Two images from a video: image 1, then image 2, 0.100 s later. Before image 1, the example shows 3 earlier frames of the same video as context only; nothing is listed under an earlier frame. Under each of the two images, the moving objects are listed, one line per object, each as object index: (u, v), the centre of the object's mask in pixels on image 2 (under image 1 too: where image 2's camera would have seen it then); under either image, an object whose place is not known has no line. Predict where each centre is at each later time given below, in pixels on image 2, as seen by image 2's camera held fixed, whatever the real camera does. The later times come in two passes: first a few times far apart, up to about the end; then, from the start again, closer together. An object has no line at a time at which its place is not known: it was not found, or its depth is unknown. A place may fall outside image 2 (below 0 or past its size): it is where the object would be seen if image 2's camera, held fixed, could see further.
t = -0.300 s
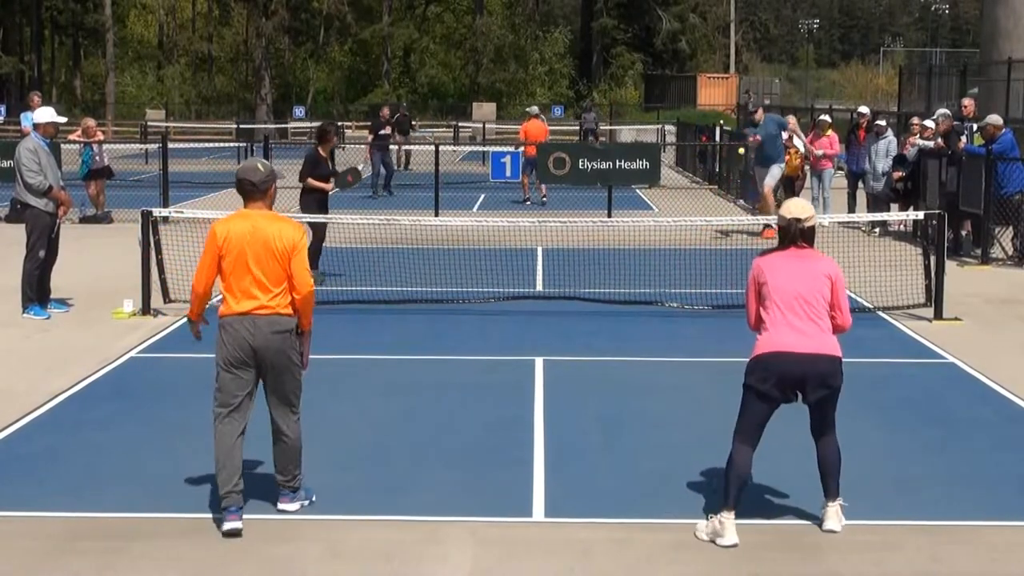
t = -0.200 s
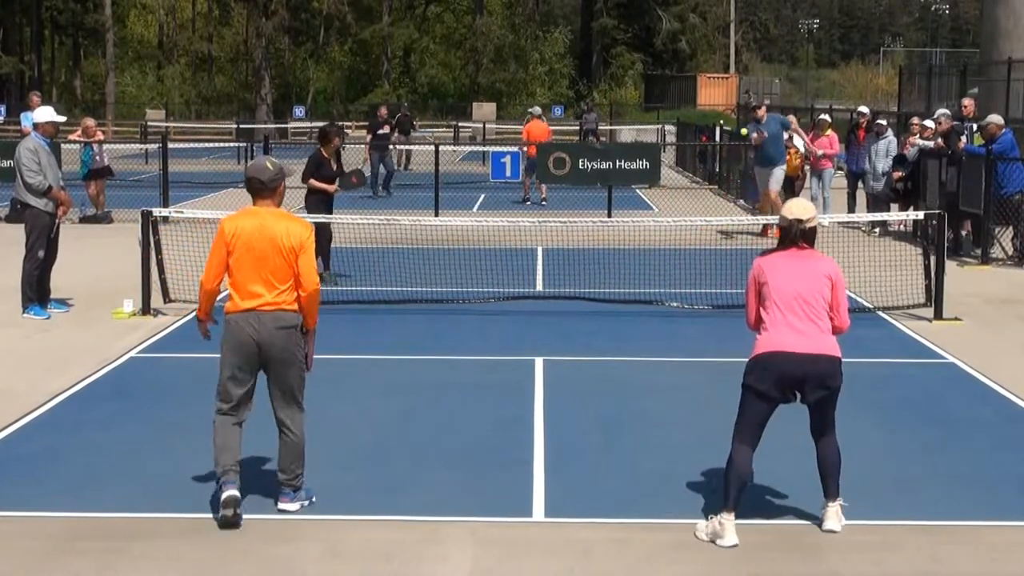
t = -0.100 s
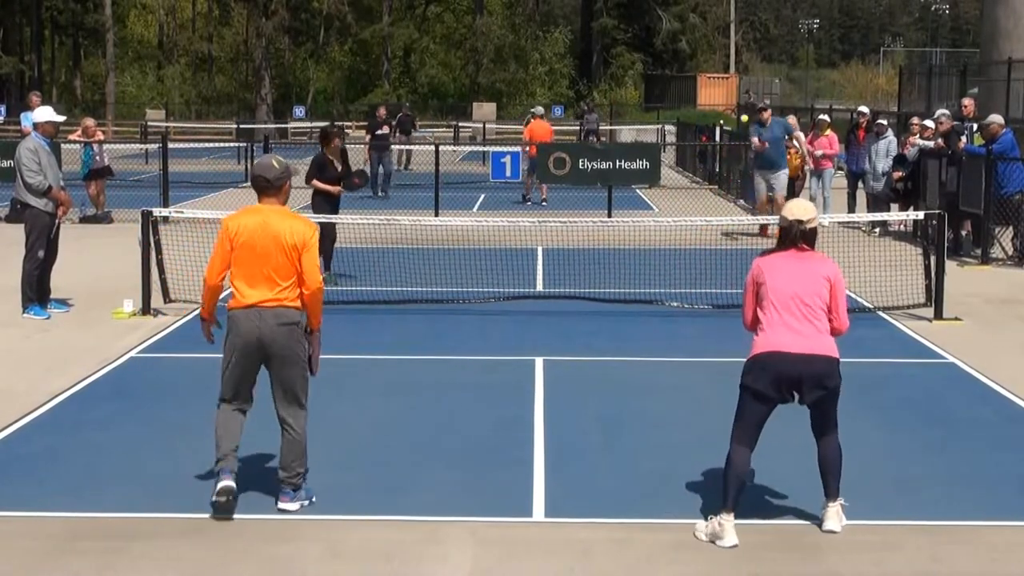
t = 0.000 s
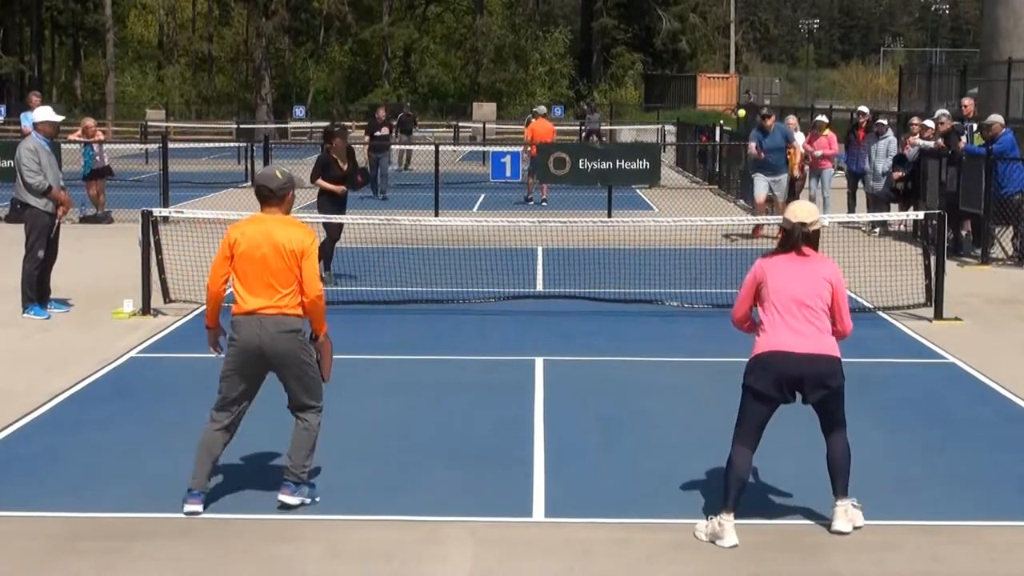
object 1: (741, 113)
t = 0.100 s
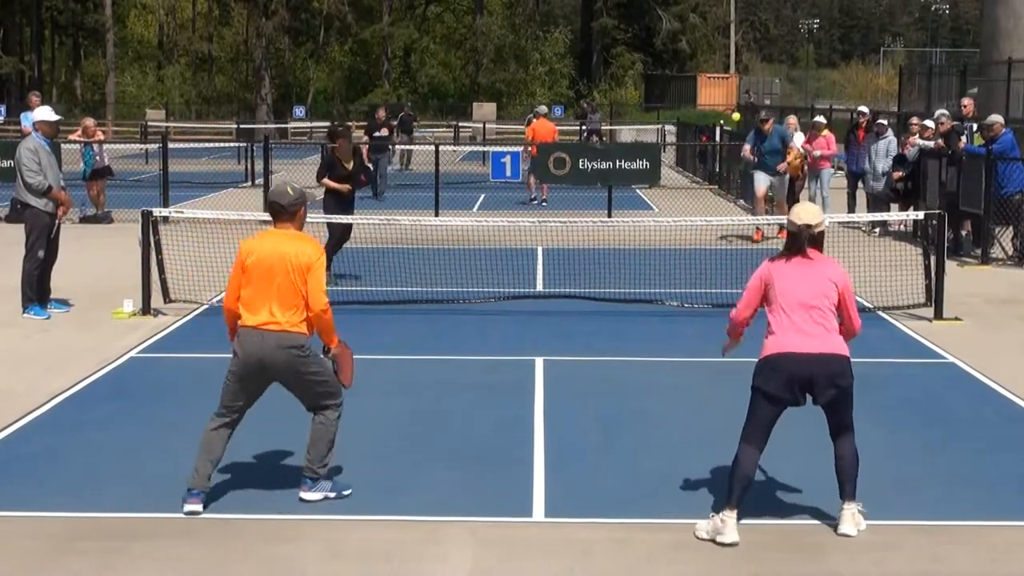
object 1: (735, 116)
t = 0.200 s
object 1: (727, 131)
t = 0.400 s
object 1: (702, 198)
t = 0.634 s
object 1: (655, 355)
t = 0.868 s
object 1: (622, 315)
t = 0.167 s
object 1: (730, 125)
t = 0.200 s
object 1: (727, 131)
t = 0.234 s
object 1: (723, 139)
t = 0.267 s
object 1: (719, 148)
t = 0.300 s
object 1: (716, 158)
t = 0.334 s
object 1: (711, 170)
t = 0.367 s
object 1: (706, 183)
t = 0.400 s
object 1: (702, 198)
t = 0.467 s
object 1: (689, 234)
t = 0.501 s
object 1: (683, 255)
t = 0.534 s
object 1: (676, 276)
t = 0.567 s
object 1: (670, 301)
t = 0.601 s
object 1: (662, 327)
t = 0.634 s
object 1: (655, 355)
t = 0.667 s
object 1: (646, 383)
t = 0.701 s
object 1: (643, 368)
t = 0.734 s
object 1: (639, 354)
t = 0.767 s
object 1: (635, 342)
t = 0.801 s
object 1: (631, 332)
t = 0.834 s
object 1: (627, 323)
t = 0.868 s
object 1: (622, 315)
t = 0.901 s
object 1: (617, 310)
